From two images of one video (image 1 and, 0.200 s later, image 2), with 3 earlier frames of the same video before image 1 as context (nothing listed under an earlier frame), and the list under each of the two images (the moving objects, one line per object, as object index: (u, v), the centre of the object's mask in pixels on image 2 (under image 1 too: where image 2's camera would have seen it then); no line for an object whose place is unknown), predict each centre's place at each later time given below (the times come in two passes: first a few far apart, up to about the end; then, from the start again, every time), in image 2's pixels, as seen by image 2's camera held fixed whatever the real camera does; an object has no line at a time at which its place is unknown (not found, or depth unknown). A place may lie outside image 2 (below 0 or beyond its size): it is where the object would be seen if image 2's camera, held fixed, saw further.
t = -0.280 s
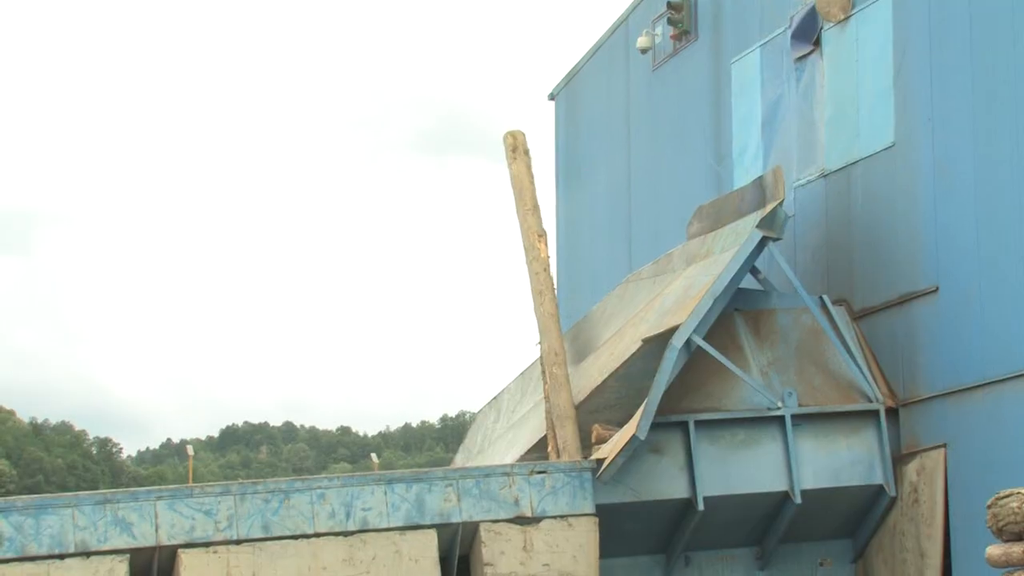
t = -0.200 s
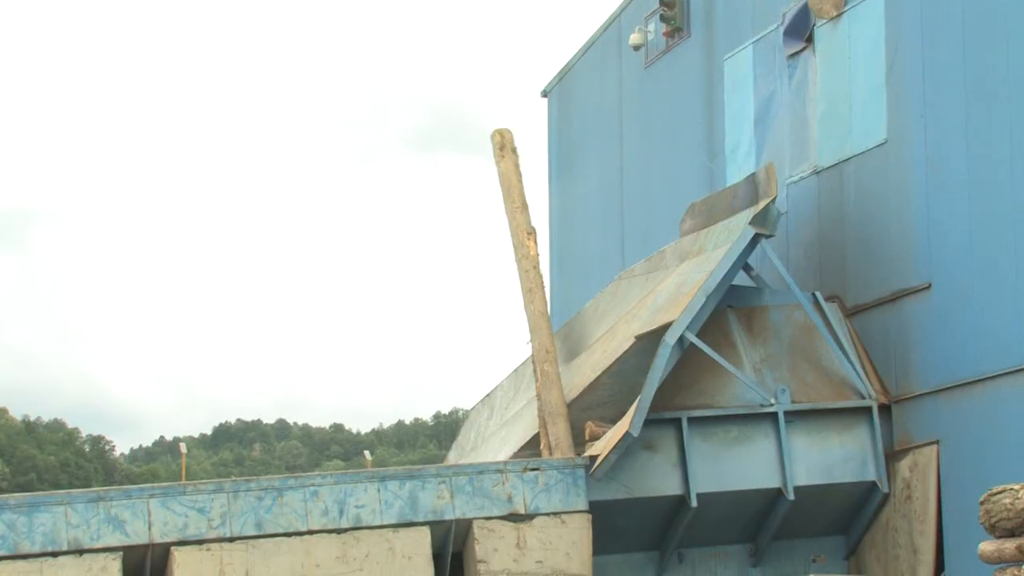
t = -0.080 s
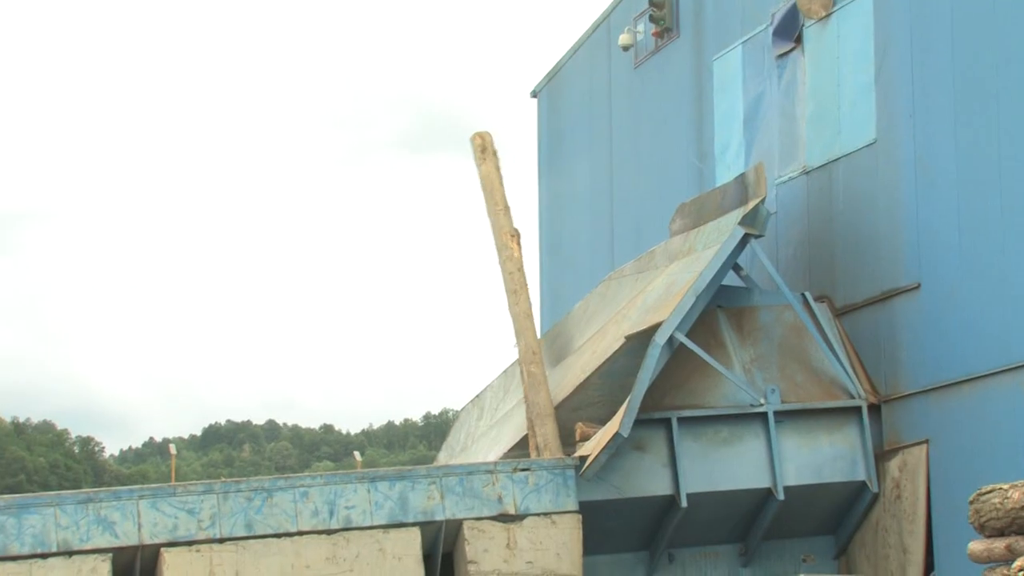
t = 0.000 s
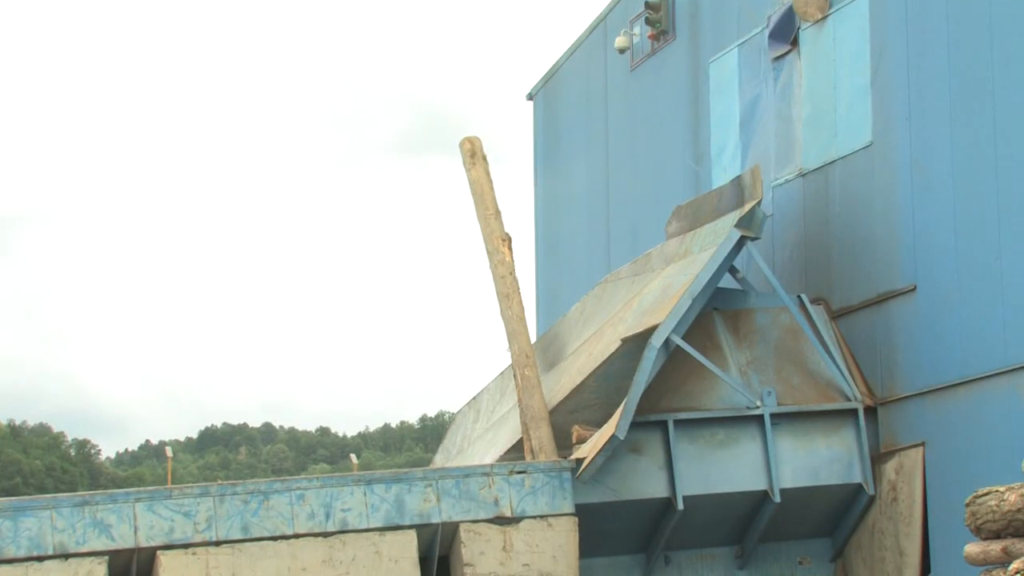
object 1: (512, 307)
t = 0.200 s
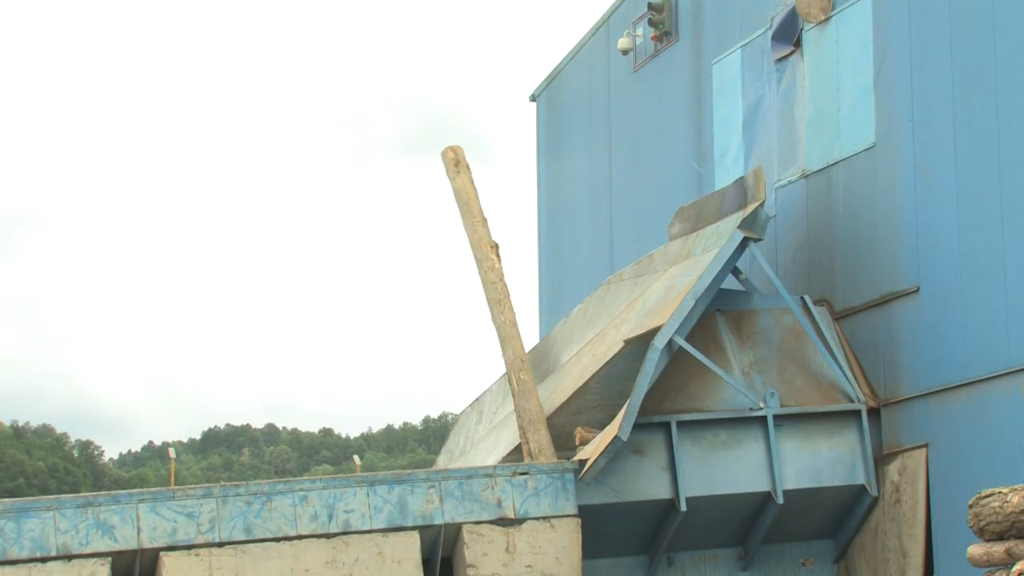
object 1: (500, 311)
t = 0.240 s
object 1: (498, 312)
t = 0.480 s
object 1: (479, 322)
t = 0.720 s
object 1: (454, 339)
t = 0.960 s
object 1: (424, 361)
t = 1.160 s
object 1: (390, 377)
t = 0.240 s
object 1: (498, 312)
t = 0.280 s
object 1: (495, 314)
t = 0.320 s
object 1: (492, 315)
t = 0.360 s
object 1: (489, 316)
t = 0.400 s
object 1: (486, 318)
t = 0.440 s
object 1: (482, 320)
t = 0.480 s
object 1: (479, 322)
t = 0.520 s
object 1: (475, 324)
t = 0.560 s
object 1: (471, 327)
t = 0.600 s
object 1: (467, 330)
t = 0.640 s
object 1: (463, 332)
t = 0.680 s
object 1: (458, 336)
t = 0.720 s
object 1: (454, 339)
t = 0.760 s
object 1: (449, 343)
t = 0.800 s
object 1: (444, 346)
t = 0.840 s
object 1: (440, 350)
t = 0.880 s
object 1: (434, 352)
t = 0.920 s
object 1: (429, 356)
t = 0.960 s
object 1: (424, 361)
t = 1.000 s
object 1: (419, 364)
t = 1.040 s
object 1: (413, 368)
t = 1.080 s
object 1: (406, 371)
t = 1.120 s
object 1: (399, 374)
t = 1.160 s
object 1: (390, 377)
